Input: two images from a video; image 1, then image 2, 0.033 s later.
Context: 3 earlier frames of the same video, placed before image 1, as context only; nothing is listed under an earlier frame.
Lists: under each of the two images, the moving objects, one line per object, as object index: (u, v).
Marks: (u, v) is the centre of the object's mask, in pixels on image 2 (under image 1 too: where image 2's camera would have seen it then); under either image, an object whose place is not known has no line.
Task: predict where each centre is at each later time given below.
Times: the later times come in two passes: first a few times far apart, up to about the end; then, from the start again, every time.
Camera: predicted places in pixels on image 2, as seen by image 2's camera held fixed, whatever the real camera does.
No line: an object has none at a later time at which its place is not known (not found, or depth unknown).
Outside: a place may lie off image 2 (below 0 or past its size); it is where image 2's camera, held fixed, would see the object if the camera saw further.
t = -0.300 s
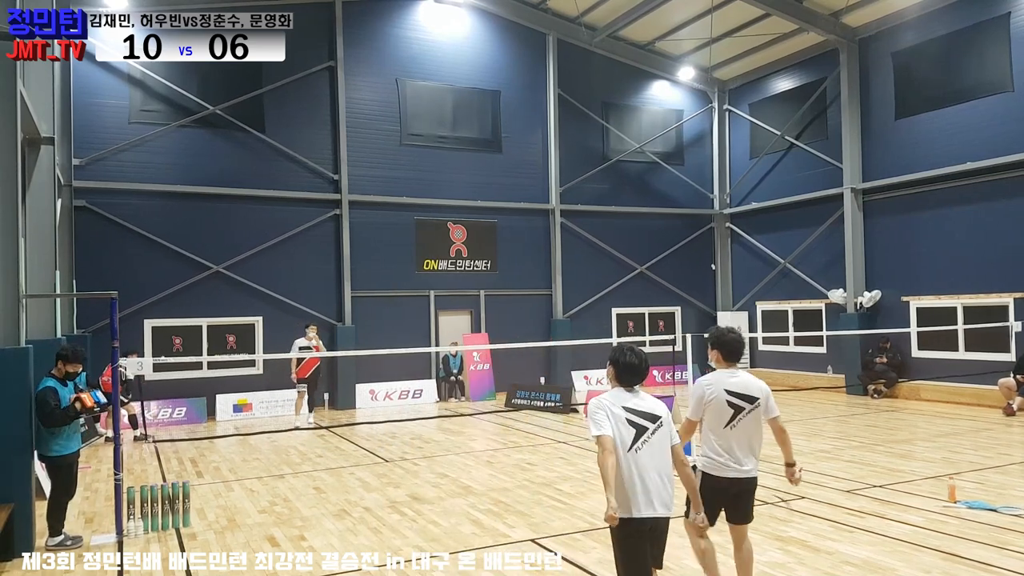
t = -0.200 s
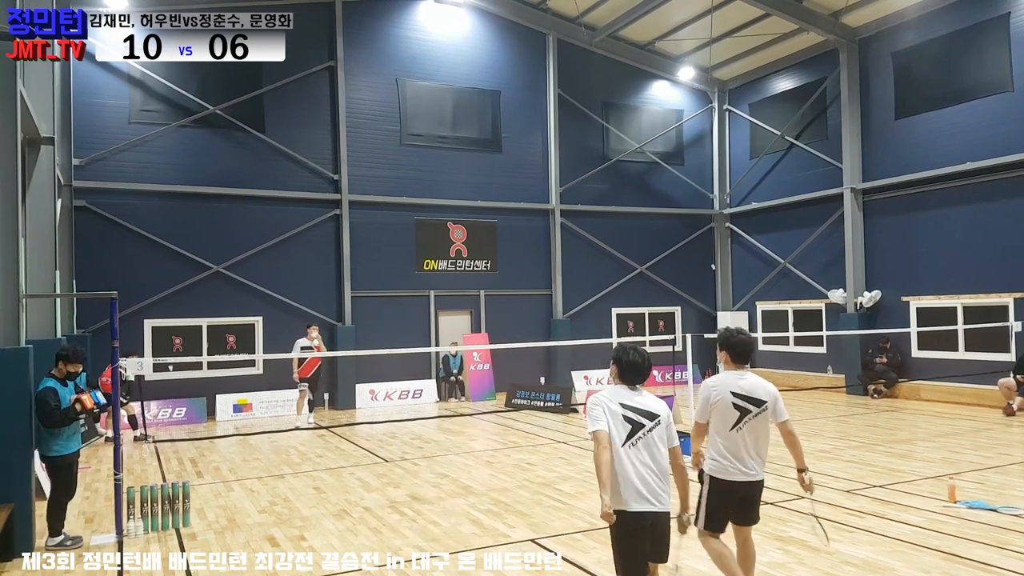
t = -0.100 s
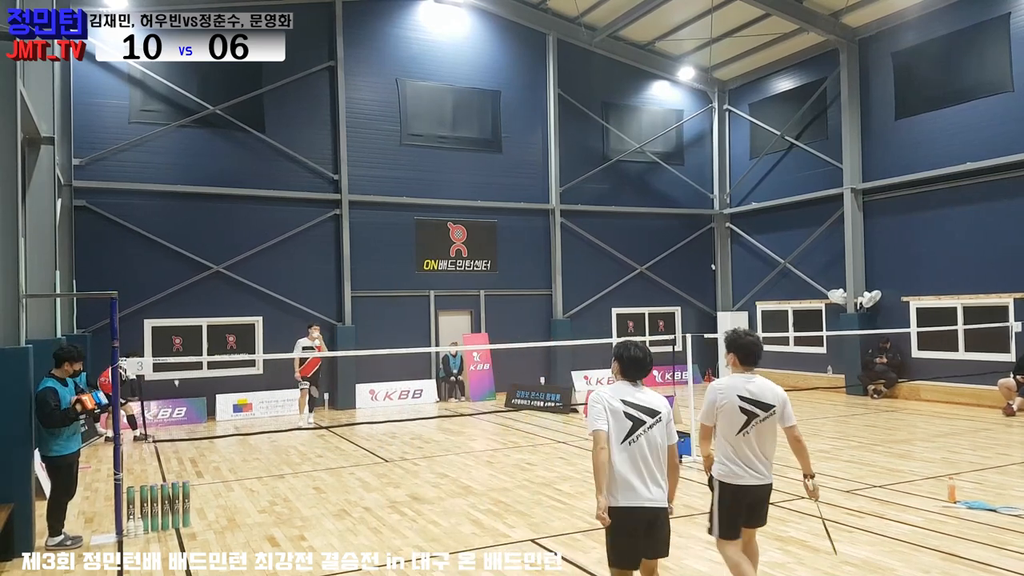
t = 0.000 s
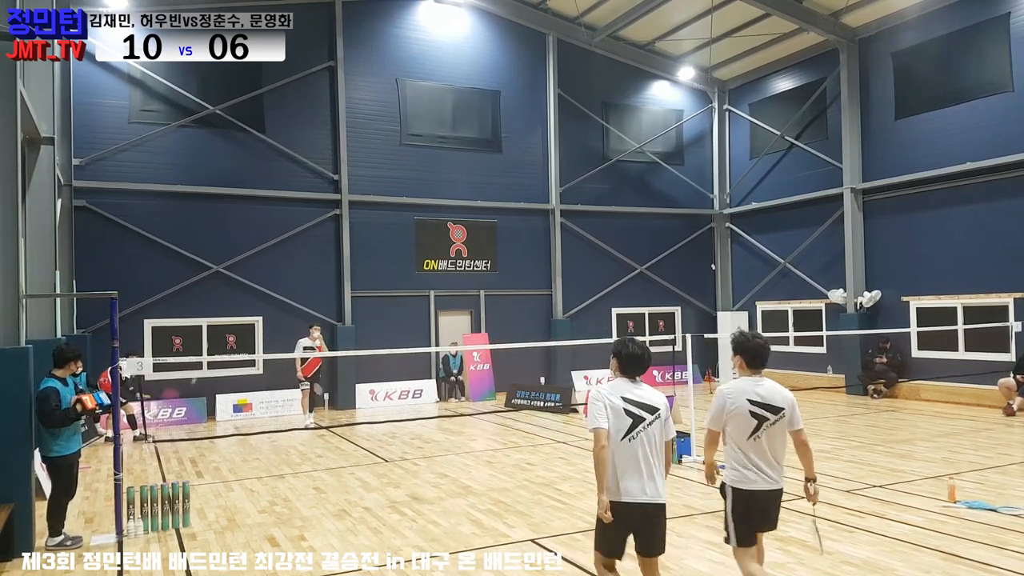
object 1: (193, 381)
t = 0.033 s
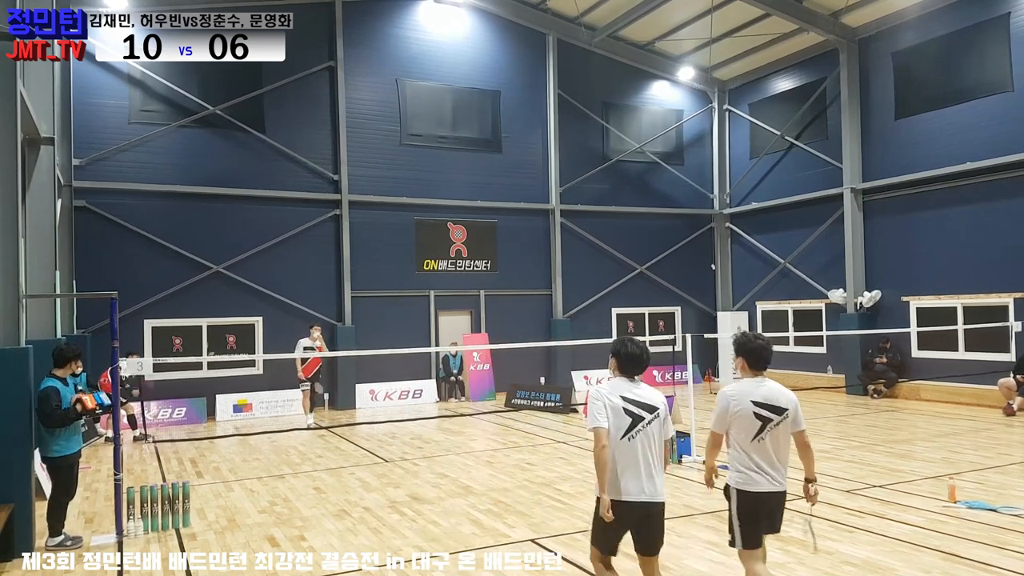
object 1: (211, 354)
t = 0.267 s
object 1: (284, 271)
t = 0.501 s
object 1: (338, 242)
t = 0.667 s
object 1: (373, 251)
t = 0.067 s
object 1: (222, 340)
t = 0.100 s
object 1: (233, 326)
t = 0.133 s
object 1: (245, 311)
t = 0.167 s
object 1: (256, 299)
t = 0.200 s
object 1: (265, 289)
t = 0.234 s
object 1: (275, 279)
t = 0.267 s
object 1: (284, 271)
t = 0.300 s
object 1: (292, 264)
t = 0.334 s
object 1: (300, 258)
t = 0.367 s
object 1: (308, 253)
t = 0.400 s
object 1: (316, 249)
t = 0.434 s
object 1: (324, 246)
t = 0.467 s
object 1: (331, 243)
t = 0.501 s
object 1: (338, 242)
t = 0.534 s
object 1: (346, 242)
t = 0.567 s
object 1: (353, 243)
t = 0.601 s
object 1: (360, 244)
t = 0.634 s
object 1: (367, 247)
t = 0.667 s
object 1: (373, 251)
